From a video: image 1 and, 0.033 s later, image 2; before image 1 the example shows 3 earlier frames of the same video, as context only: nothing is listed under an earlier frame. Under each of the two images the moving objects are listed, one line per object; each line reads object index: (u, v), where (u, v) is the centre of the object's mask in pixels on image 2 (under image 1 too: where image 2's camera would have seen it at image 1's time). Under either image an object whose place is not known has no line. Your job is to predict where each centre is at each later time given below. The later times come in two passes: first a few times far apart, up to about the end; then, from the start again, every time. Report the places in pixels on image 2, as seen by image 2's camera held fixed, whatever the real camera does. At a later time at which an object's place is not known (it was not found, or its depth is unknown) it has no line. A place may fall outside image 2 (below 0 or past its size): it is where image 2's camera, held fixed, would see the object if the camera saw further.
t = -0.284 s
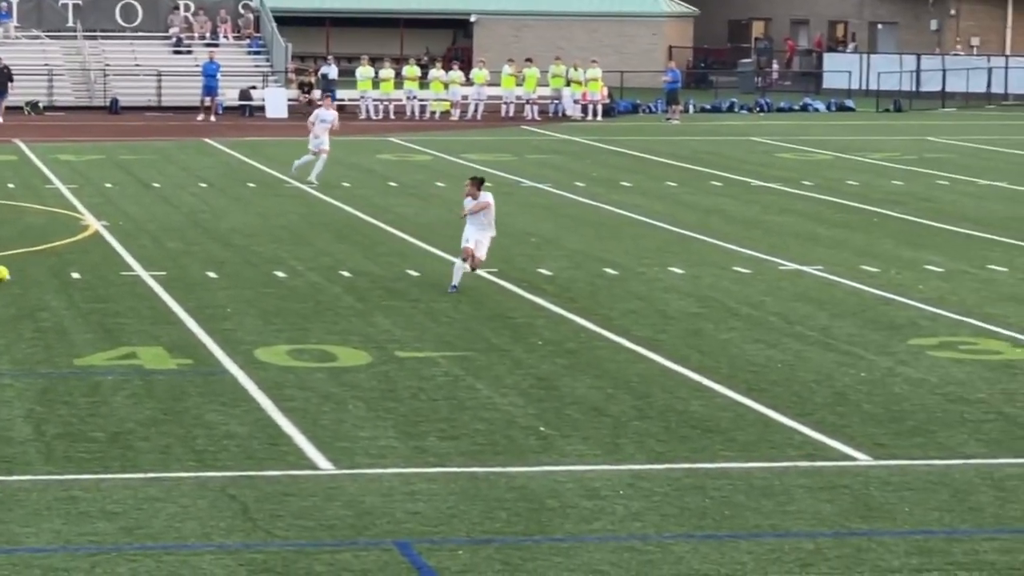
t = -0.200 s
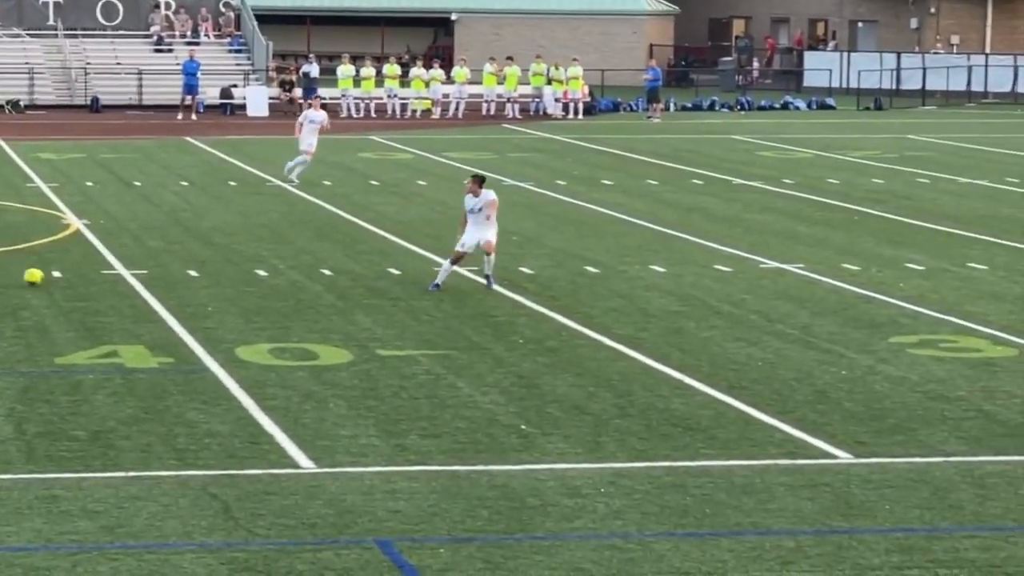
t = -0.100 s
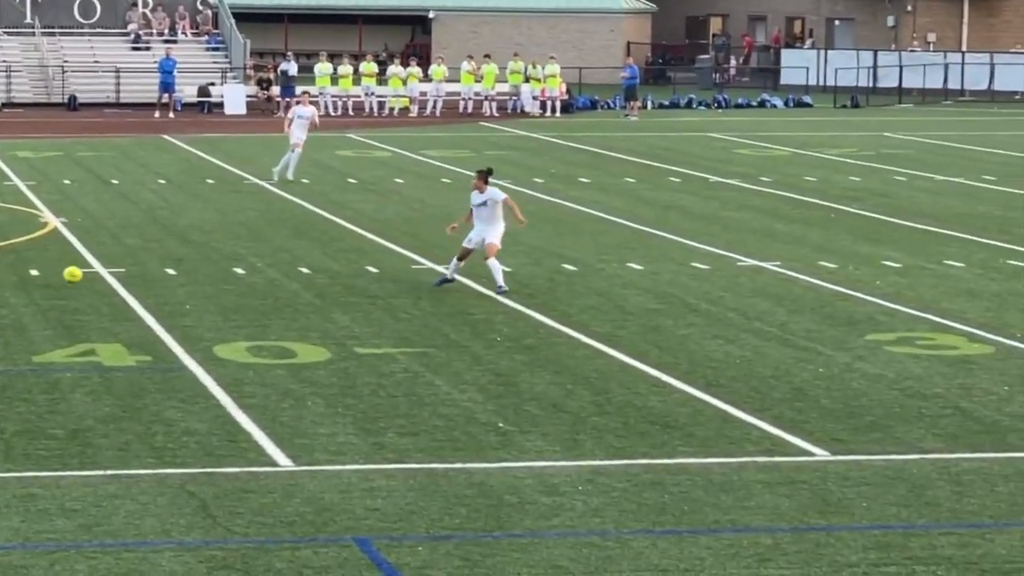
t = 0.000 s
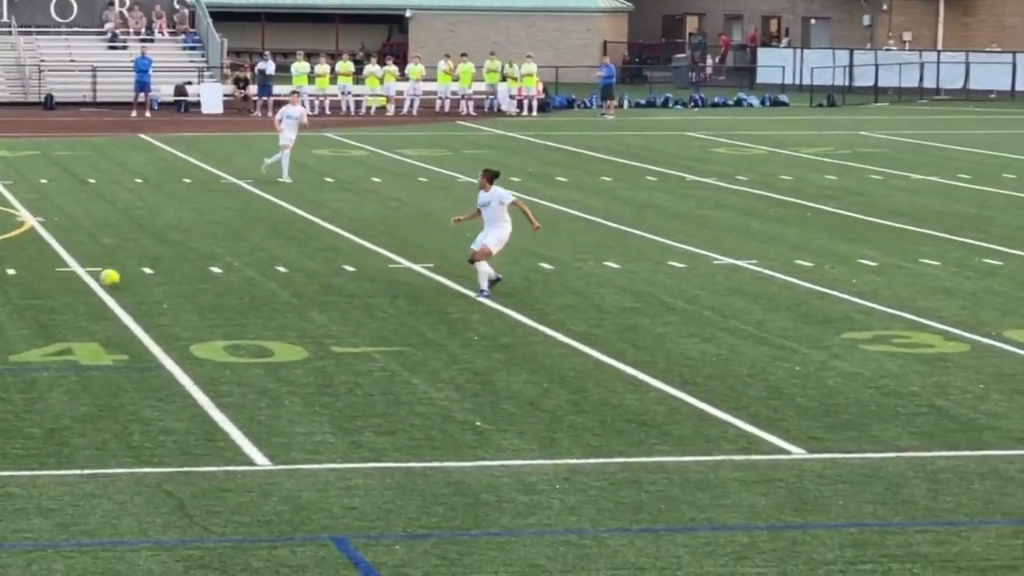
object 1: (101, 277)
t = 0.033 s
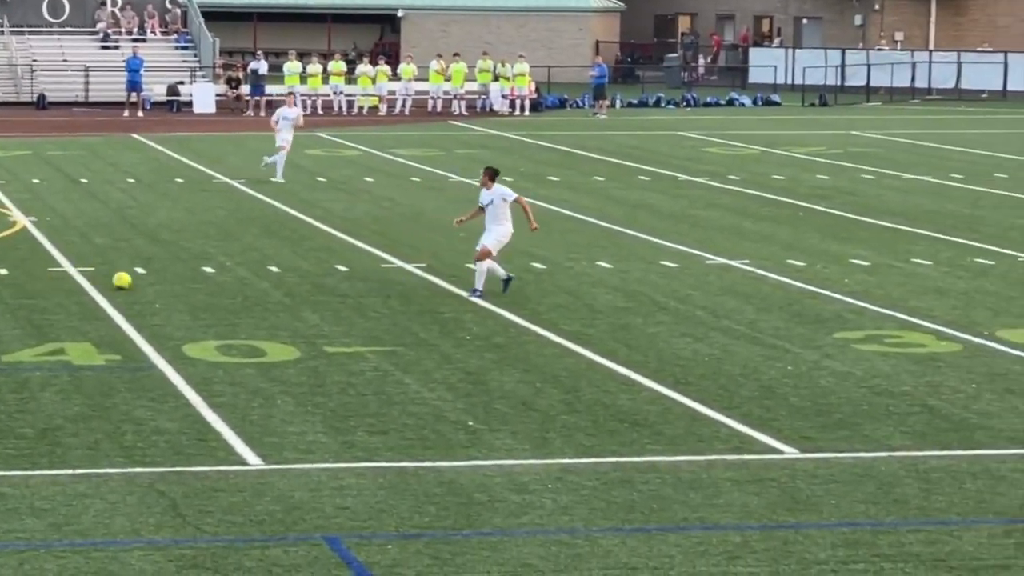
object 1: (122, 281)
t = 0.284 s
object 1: (269, 284)
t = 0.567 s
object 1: (430, 293)
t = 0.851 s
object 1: (587, 299)
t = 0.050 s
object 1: (132, 282)
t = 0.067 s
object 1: (142, 281)
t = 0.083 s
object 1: (152, 281)
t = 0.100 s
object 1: (162, 280)
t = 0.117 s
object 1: (172, 281)
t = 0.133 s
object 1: (182, 281)
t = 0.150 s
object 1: (192, 282)
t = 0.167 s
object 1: (202, 283)
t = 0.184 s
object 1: (211, 284)
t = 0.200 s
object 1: (221, 285)
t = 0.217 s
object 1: (231, 284)
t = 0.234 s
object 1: (240, 284)
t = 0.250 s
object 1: (250, 284)
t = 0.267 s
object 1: (260, 284)
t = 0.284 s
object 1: (269, 284)
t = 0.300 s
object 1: (279, 284)
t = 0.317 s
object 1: (289, 285)
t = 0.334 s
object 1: (298, 286)
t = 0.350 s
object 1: (307, 288)
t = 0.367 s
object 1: (317, 289)
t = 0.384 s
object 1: (327, 289)
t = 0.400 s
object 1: (336, 288)
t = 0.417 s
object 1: (345, 289)
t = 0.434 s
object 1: (355, 289)
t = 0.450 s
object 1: (365, 289)
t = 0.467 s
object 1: (374, 290)
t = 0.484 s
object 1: (383, 291)
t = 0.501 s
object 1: (393, 292)
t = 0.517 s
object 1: (402, 292)
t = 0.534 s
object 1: (412, 292)
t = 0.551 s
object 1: (421, 292)
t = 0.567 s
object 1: (430, 293)
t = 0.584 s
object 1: (439, 293)
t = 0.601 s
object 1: (448, 293)
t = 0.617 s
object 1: (457, 294)
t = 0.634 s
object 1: (468, 295)
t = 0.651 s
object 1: (477, 295)
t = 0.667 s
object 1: (486, 295)
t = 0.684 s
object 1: (495, 295)
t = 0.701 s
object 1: (504, 295)
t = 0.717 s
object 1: (513, 295)
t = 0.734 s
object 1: (523, 296)
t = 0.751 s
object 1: (532, 297)
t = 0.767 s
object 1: (541, 298)
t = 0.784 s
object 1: (550, 299)
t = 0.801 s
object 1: (560, 298)
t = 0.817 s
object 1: (569, 298)
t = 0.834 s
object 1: (578, 299)
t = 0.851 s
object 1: (587, 299)
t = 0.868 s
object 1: (596, 299)
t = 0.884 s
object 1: (606, 299)
